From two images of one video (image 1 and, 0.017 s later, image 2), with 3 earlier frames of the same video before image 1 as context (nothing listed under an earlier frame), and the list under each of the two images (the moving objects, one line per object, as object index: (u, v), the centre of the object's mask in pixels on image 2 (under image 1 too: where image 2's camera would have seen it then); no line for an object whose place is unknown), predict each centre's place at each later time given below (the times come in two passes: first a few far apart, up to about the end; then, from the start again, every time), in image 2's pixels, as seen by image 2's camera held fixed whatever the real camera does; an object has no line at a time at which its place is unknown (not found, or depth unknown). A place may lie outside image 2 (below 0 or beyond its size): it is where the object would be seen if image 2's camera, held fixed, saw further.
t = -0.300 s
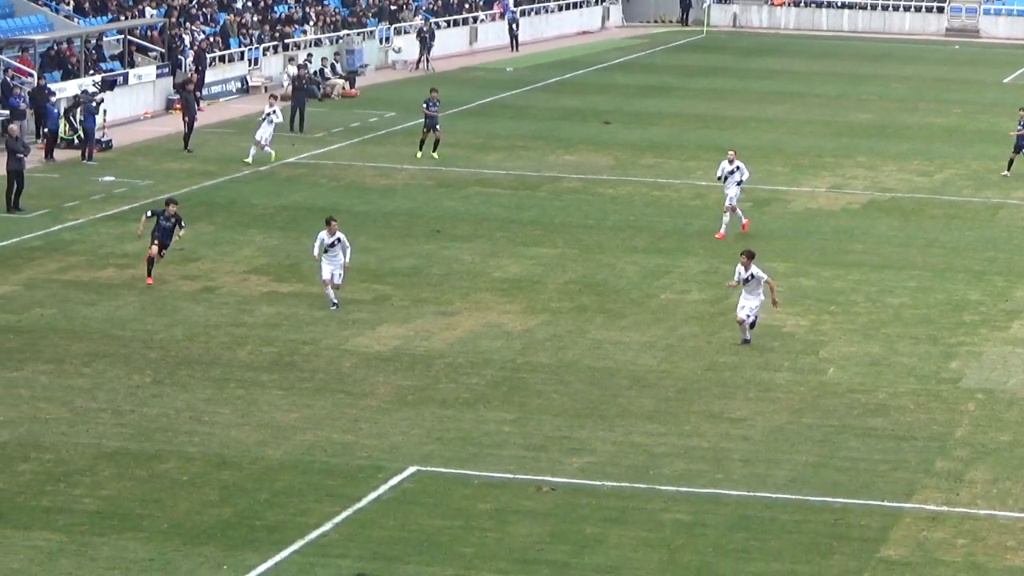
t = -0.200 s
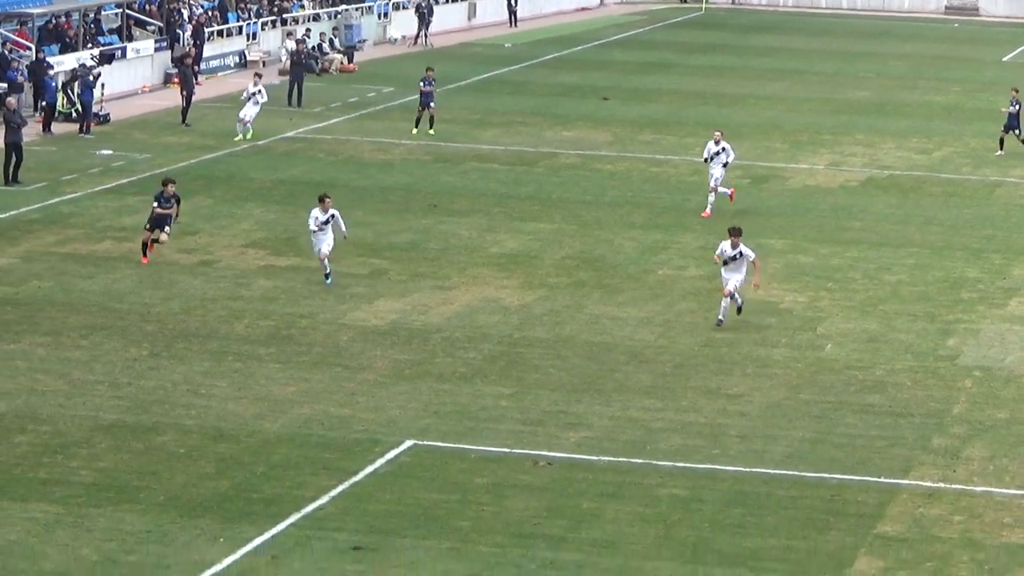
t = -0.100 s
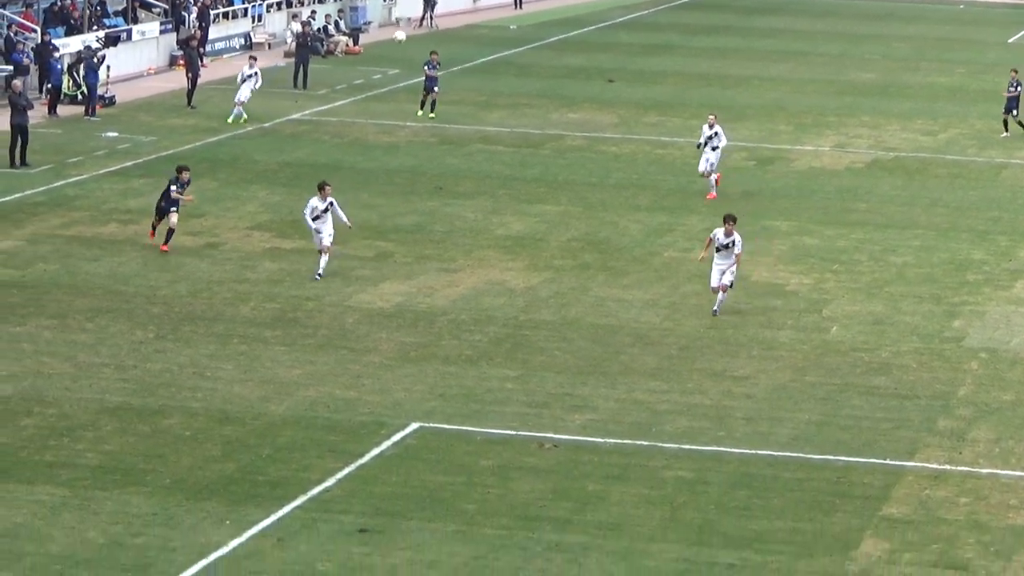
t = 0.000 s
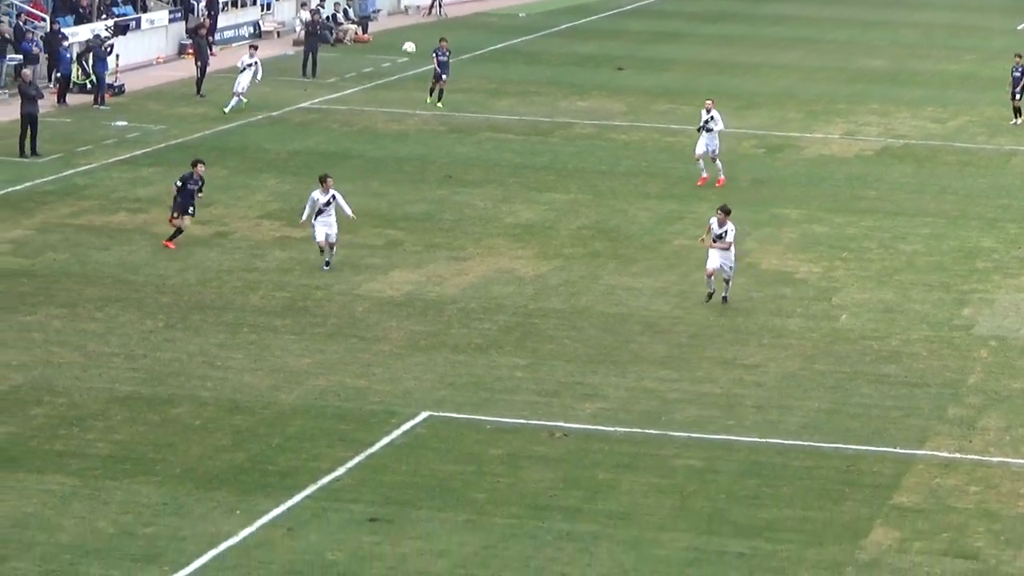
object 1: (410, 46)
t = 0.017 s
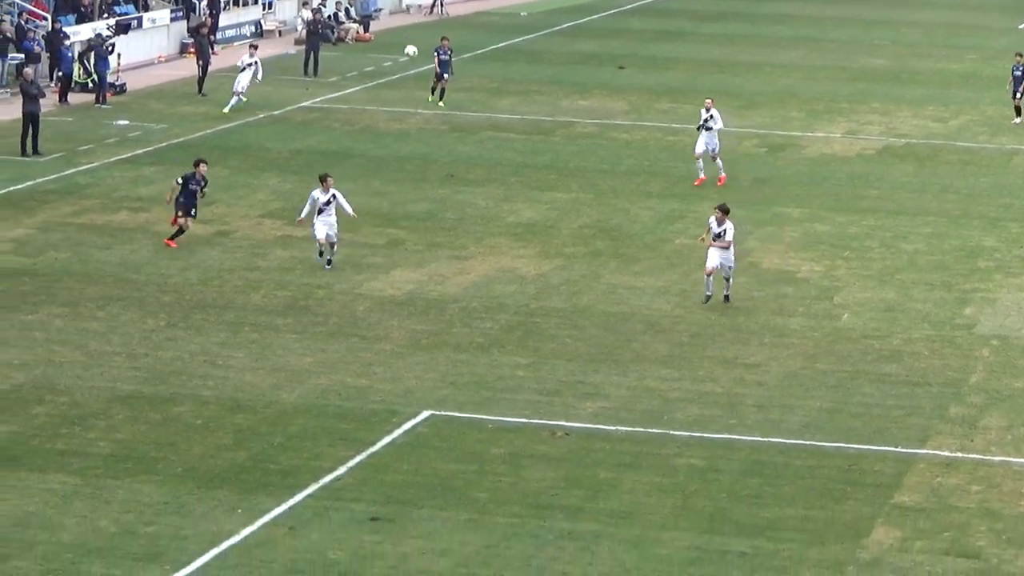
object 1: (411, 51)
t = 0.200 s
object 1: (416, 107)
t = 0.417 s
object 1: (426, 196)
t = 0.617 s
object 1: (441, 298)
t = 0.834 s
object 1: (456, 326)
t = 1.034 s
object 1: (471, 310)
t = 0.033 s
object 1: (411, 55)
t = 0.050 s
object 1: (411, 60)
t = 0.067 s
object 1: (412, 65)
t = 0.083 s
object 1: (412, 70)
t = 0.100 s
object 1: (412, 74)
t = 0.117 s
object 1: (413, 80)
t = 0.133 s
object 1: (413, 85)
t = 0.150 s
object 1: (414, 91)
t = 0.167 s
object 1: (414, 96)
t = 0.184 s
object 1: (415, 102)
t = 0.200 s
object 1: (416, 107)
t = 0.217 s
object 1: (416, 113)
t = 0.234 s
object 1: (417, 120)
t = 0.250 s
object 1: (417, 126)
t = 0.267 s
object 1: (419, 132)
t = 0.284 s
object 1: (419, 139)
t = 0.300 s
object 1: (420, 145)
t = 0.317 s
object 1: (420, 152)
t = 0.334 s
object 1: (421, 159)
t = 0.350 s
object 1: (422, 166)
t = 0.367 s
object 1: (423, 173)
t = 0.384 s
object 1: (424, 181)
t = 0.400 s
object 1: (425, 188)
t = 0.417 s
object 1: (426, 196)
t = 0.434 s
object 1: (427, 204)
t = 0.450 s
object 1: (428, 212)
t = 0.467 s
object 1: (429, 220)
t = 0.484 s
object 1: (431, 228)
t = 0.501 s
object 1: (432, 237)
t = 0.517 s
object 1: (433, 245)
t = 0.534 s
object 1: (434, 254)
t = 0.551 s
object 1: (435, 263)
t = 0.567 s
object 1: (437, 271)
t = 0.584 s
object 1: (439, 280)
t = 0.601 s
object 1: (440, 289)
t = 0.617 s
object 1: (441, 298)
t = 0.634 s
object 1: (442, 309)
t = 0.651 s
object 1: (443, 319)
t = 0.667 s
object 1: (445, 329)
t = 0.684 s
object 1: (447, 339)
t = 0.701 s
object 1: (449, 349)
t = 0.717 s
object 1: (450, 349)
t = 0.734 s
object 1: (450, 344)
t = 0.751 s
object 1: (451, 341)
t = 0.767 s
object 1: (452, 337)
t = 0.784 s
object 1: (453, 335)
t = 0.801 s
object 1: (454, 332)
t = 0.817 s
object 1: (455, 329)
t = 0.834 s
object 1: (456, 326)
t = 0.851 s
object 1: (457, 324)
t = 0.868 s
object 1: (458, 322)
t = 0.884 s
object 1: (459, 320)
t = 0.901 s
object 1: (460, 318)
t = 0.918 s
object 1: (462, 317)
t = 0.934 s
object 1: (463, 316)
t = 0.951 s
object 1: (464, 313)
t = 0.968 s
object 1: (466, 313)
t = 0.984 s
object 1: (467, 312)
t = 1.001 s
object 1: (468, 311)
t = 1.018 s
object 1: (470, 311)
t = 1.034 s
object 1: (471, 310)
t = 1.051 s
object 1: (473, 310)
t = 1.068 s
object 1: (474, 311)
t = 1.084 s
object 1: (475, 310)
